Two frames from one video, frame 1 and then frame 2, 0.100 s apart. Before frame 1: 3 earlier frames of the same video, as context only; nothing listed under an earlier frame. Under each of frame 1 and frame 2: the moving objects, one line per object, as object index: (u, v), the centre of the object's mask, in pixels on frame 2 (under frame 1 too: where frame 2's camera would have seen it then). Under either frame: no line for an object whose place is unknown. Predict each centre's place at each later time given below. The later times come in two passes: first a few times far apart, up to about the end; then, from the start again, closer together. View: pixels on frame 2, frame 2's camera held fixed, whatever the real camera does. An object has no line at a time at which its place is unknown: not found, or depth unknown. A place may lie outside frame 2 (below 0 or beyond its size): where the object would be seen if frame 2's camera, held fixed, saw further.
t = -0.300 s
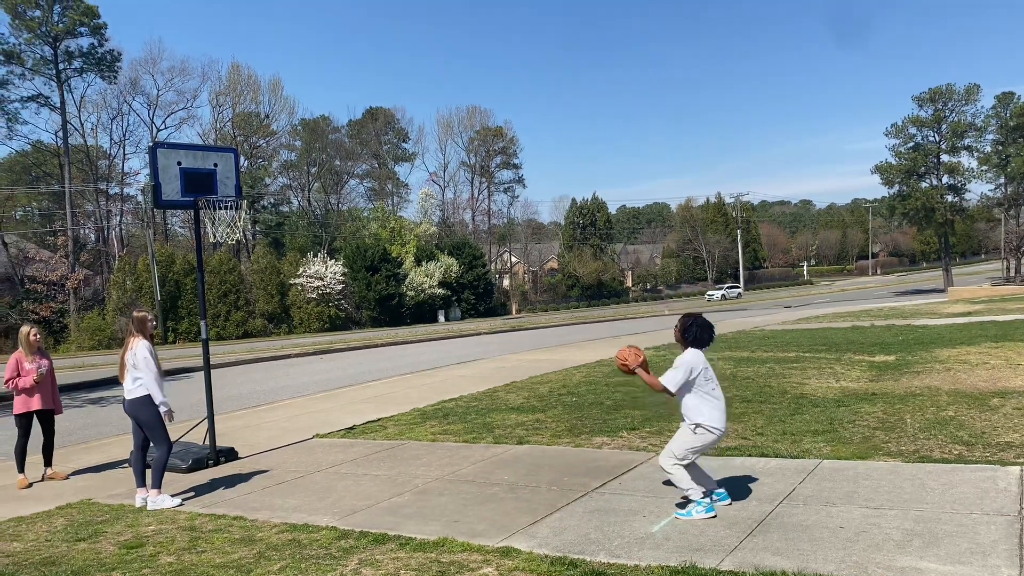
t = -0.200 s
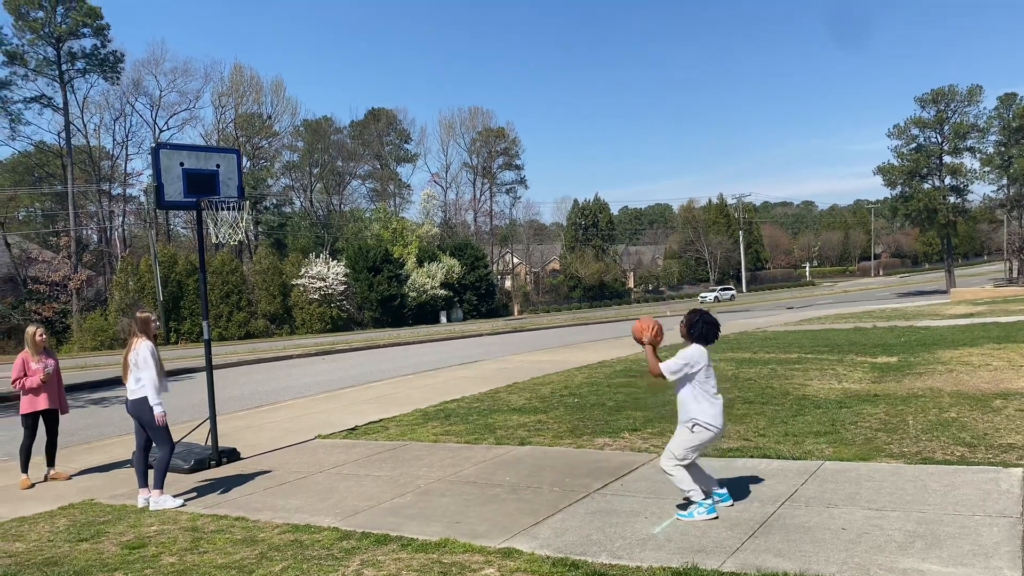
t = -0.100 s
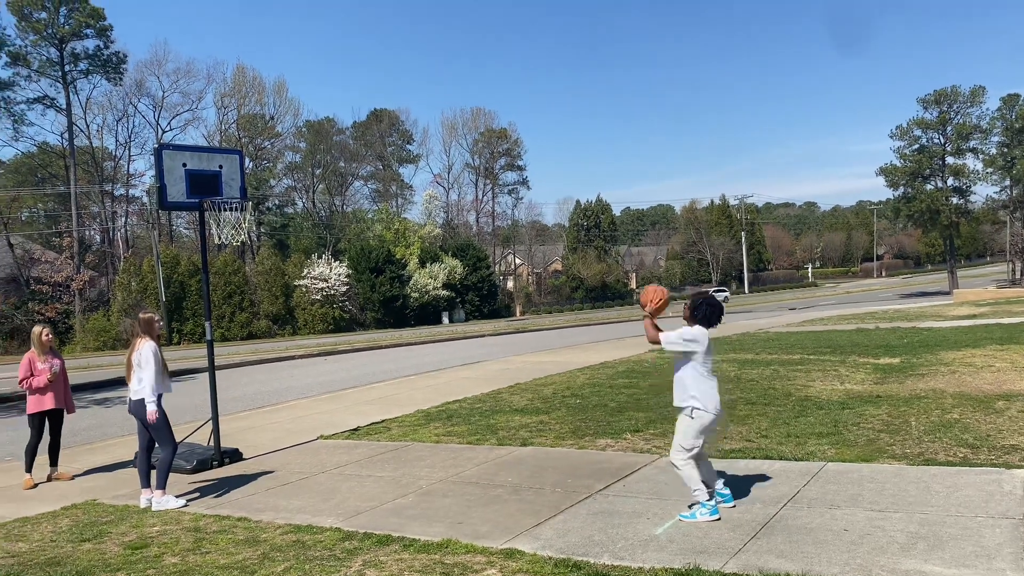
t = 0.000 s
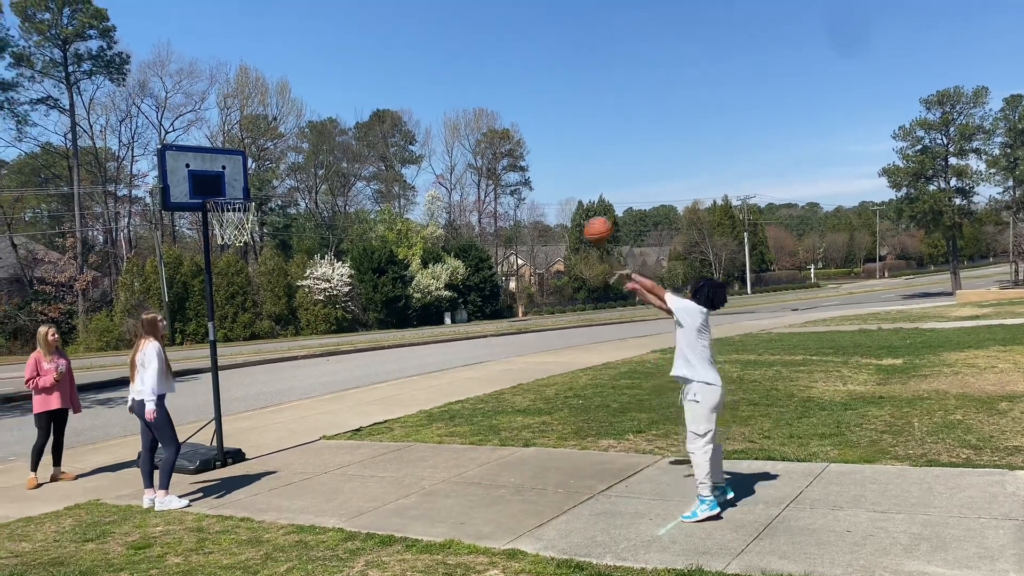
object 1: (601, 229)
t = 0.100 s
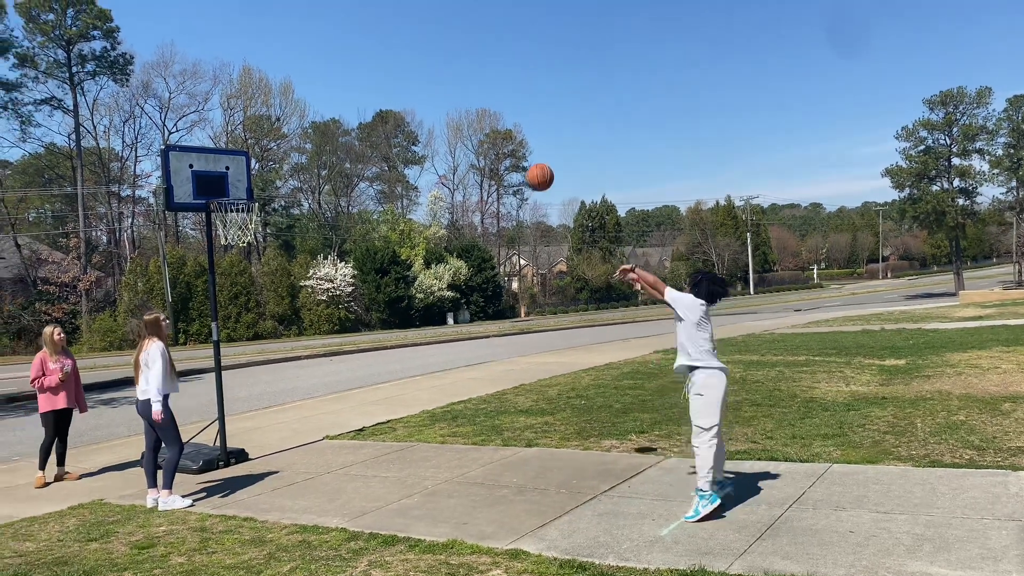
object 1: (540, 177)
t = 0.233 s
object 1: (467, 128)
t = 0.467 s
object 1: (360, 98)
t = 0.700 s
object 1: (271, 125)
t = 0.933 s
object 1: (214, 190)
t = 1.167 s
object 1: (257, 184)
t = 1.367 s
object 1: (287, 204)
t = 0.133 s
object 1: (521, 162)
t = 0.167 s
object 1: (502, 146)
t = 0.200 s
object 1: (485, 138)
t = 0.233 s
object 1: (467, 128)
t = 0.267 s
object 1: (451, 120)
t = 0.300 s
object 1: (434, 113)
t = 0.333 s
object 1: (421, 106)
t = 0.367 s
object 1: (406, 102)
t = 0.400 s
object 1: (390, 100)
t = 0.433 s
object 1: (376, 98)
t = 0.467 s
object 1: (360, 98)
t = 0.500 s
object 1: (346, 99)
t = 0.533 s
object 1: (333, 100)
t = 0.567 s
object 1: (322, 102)
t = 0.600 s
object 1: (308, 107)
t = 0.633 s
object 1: (296, 112)
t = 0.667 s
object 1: (283, 118)
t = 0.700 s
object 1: (271, 125)
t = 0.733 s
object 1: (260, 132)
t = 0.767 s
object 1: (249, 141)
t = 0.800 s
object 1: (240, 150)
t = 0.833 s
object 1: (229, 161)
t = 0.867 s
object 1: (219, 172)
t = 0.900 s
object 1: (209, 183)
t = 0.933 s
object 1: (214, 190)
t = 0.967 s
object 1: (222, 191)
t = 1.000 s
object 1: (229, 193)
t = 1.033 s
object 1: (234, 192)
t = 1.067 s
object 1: (241, 189)
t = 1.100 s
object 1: (246, 187)
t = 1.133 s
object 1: (251, 186)
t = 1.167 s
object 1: (257, 184)
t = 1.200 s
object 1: (261, 186)
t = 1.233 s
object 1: (266, 188)
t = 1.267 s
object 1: (271, 191)
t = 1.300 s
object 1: (277, 195)
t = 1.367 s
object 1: (287, 204)
